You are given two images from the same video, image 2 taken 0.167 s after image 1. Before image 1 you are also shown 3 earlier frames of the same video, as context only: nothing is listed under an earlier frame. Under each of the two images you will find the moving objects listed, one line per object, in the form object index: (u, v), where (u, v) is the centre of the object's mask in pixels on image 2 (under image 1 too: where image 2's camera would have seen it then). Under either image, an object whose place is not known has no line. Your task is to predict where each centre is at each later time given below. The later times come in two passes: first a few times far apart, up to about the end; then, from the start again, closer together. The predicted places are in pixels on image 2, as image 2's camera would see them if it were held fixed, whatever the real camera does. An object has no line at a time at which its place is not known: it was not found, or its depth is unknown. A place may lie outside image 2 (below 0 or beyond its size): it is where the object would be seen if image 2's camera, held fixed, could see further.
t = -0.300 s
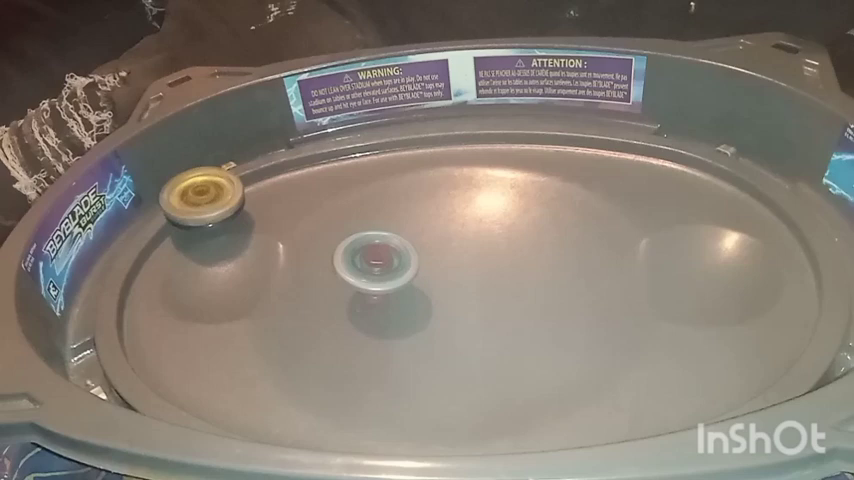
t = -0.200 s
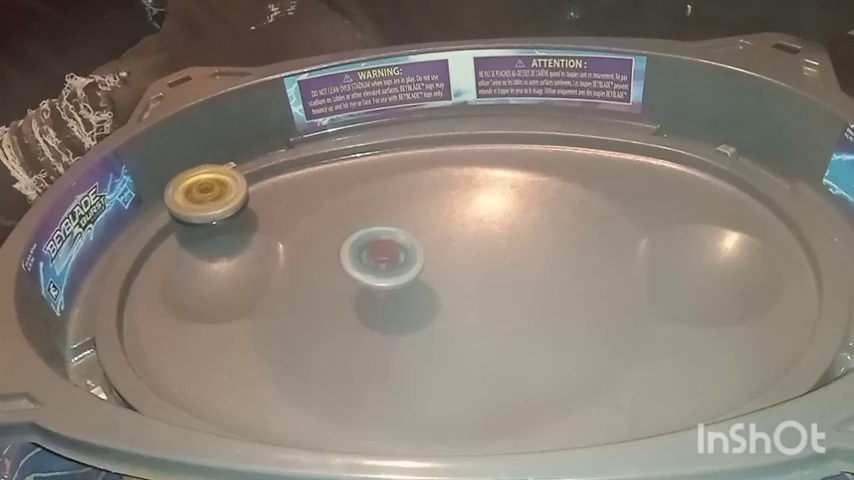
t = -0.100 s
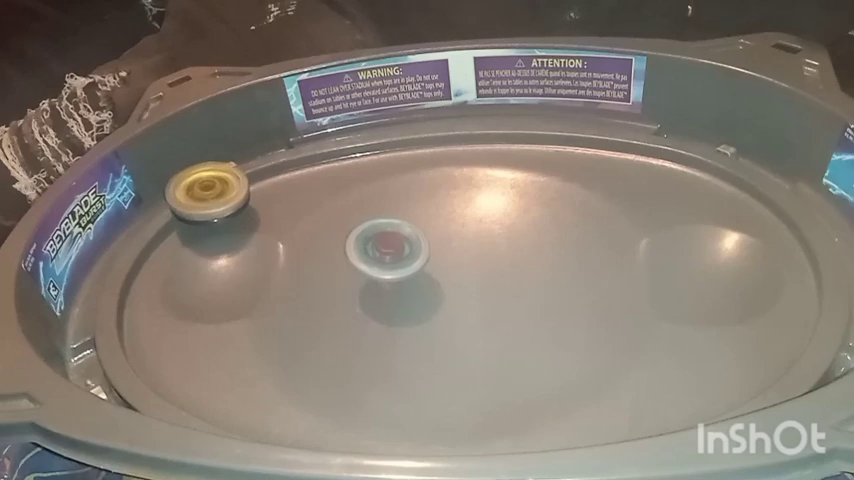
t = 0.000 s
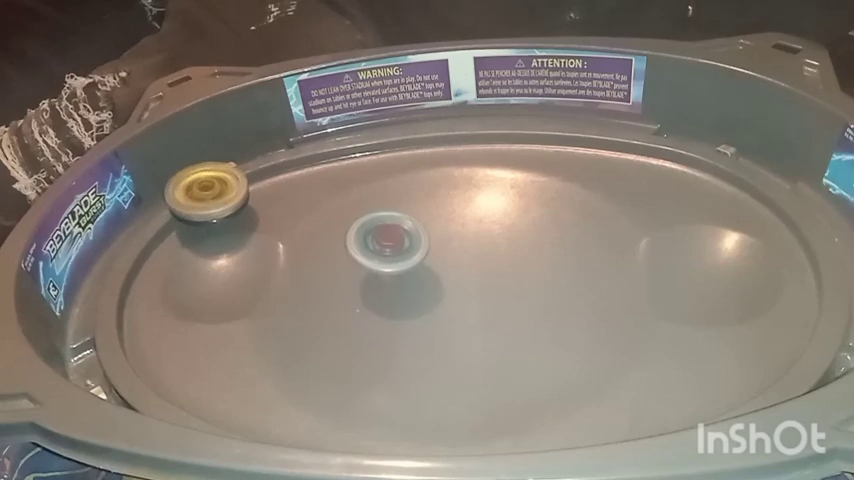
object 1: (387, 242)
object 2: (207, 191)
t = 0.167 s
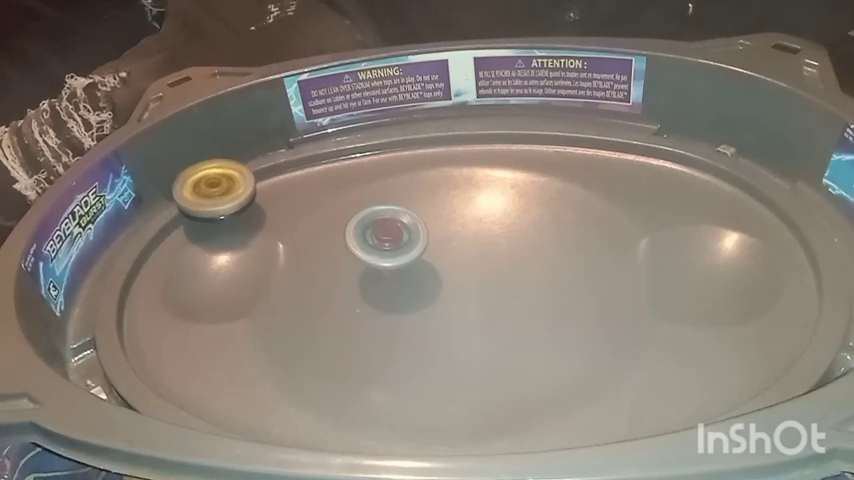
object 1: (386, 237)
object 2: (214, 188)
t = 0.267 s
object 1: (389, 238)
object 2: (219, 185)
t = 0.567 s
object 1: (410, 239)
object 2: (230, 179)
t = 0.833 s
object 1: (428, 243)
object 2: (243, 172)
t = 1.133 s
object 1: (438, 250)
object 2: (259, 167)
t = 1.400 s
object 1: (433, 259)
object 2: (259, 167)
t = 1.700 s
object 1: (420, 267)
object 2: (264, 166)
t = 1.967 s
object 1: (410, 270)
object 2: (252, 169)
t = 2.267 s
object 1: (400, 260)
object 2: (236, 178)
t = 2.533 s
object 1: (384, 248)
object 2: (223, 183)
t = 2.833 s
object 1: (385, 248)
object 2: (210, 192)
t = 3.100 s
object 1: (406, 243)
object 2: (210, 190)
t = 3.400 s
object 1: (420, 238)
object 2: (213, 189)
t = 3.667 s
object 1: (426, 246)
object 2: (217, 185)
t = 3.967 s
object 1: (434, 257)
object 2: (232, 178)
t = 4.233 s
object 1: (430, 260)
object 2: (240, 175)
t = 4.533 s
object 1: (410, 268)
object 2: (246, 173)
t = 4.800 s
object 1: (408, 266)
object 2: (250, 172)
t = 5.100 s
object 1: (393, 250)
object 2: (252, 172)
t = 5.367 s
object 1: (381, 248)
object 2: (249, 171)
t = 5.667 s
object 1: (405, 247)
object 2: (240, 173)
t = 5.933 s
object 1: (416, 238)
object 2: (234, 176)
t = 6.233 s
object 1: (423, 247)
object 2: (227, 180)
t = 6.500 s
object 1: (429, 255)
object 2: (226, 182)
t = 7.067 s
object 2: (224, 182)
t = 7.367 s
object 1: (409, 266)
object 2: (219, 185)
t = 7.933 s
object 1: (384, 251)
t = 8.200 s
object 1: (405, 247)
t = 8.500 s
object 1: (413, 240)
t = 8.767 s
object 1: (422, 249)
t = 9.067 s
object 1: (431, 256)
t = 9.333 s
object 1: (423, 262)
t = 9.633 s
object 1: (411, 267)
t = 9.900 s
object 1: (406, 261)
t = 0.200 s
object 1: (386, 236)
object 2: (216, 187)
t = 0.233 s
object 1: (387, 237)
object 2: (218, 186)
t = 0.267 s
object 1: (389, 238)
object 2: (219, 185)
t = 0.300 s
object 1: (392, 238)
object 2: (220, 184)
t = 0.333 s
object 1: (395, 238)
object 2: (221, 183)
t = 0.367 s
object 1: (398, 238)
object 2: (222, 182)
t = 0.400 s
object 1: (401, 238)
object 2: (223, 182)
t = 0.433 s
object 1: (404, 239)
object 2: (224, 182)
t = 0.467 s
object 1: (407, 237)
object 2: (225, 181)
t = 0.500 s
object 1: (409, 238)
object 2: (226, 180)
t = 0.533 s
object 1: (408, 238)
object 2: (227, 180)
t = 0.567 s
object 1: (410, 239)
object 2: (230, 179)
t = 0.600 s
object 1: (412, 240)
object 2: (232, 178)
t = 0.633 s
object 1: (414, 240)
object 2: (234, 177)
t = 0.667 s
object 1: (416, 241)
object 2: (237, 176)
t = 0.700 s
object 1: (419, 241)
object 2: (239, 175)
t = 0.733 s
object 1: (421, 242)
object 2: (241, 174)
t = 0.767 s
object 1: (423, 242)
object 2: (242, 173)
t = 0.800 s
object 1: (425, 243)
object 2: (243, 172)
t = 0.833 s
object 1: (428, 243)
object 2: (243, 172)
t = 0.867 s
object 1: (430, 244)
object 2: (245, 172)
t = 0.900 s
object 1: (431, 244)
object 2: (246, 172)
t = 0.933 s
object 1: (433, 245)
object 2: (247, 172)
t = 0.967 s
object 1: (435, 246)
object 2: (249, 171)
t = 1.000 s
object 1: (436, 246)
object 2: (252, 170)
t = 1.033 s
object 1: (437, 247)
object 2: (254, 170)
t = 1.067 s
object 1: (438, 248)
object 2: (256, 169)
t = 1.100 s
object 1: (438, 248)
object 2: (257, 168)
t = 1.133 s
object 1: (438, 250)
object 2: (259, 167)
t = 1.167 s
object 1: (438, 251)
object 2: (260, 167)
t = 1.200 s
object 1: (437, 251)
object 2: (260, 166)
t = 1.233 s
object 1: (437, 253)
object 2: (261, 166)
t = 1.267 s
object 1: (436, 255)
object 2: (260, 166)
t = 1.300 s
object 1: (435, 256)
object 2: (260, 167)
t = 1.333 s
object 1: (434, 257)
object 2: (260, 167)
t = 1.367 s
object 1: (433, 258)
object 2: (259, 167)
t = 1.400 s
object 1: (433, 259)
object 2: (259, 167)
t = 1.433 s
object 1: (432, 260)
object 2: (259, 167)
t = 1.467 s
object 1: (432, 261)
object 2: (260, 167)
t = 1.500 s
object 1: (430, 262)
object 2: (261, 168)
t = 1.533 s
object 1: (428, 264)
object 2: (262, 168)
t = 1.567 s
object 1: (427, 264)
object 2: (263, 167)
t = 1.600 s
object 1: (425, 265)
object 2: (264, 167)
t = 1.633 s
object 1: (424, 266)
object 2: (264, 167)
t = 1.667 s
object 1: (422, 267)
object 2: (265, 167)
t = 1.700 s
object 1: (420, 267)
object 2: (264, 166)
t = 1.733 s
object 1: (419, 268)
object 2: (264, 166)
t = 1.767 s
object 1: (417, 268)
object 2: (263, 166)
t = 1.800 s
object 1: (416, 269)
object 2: (262, 166)
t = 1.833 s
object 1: (414, 269)
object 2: (261, 167)
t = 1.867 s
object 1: (413, 269)
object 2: (259, 167)
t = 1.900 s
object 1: (412, 270)
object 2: (257, 168)
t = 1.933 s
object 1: (411, 270)
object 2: (254, 169)
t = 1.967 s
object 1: (410, 270)
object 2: (252, 169)
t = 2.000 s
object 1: (409, 269)
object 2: (249, 171)
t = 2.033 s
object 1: (408, 269)
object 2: (247, 172)
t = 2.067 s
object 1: (407, 268)
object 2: (245, 173)
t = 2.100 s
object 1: (406, 267)
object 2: (243, 174)
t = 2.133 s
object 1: (405, 266)
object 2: (241, 175)
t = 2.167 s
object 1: (404, 265)
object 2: (240, 176)
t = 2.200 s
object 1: (403, 264)
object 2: (238, 177)
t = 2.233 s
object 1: (402, 262)
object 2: (237, 178)
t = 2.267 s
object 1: (400, 260)
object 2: (236, 178)
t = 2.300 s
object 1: (399, 258)
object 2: (235, 179)
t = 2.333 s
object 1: (397, 256)
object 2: (233, 179)
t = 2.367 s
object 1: (395, 254)
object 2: (232, 180)
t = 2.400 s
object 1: (393, 253)
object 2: (231, 180)
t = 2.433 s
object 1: (390, 252)
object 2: (229, 181)
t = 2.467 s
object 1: (388, 250)
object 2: (227, 181)
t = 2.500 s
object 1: (386, 249)
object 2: (225, 182)
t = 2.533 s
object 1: (384, 248)
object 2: (223, 183)
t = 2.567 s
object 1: (383, 248)
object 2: (221, 184)
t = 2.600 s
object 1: (381, 247)
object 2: (218, 185)
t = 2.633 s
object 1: (380, 247)
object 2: (216, 187)
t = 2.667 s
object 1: (380, 247)
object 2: (214, 188)
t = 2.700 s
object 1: (380, 247)
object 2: (213, 189)
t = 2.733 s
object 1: (381, 247)
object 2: (211, 190)
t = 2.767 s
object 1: (382, 248)
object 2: (210, 191)
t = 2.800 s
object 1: (383, 248)
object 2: (210, 191)
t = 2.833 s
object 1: (385, 248)
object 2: (210, 192)
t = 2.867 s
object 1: (388, 247)
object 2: (210, 191)
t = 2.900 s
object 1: (390, 247)
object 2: (211, 191)
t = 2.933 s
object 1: (393, 247)
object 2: (211, 191)
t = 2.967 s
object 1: (396, 246)
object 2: (212, 190)
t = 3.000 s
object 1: (399, 245)
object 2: (211, 190)
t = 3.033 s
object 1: (401, 245)
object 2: (211, 190)
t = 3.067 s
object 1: (404, 244)
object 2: (211, 190)
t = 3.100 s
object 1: (406, 243)
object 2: (210, 190)
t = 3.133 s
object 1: (409, 242)
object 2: (209, 190)
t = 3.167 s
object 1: (411, 241)
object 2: (208, 191)
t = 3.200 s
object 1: (412, 240)
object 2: (207, 191)
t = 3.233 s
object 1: (414, 240)
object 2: (207, 192)
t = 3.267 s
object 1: (416, 239)
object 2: (207, 192)
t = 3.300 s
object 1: (417, 239)
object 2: (208, 192)
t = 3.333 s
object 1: (418, 238)
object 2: (209, 191)
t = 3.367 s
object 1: (419, 238)
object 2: (211, 190)
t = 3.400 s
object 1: (420, 238)
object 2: (213, 189)
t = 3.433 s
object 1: (421, 239)
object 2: (214, 188)
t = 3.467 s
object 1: (421, 239)
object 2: (216, 187)
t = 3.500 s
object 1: (422, 240)
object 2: (216, 186)
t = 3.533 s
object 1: (423, 241)
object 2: (217, 185)
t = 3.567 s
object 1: (423, 242)
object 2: (217, 185)
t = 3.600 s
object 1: (424, 244)
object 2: (217, 185)
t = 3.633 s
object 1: (425, 245)
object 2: (217, 185)
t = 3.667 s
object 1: (426, 246)
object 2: (217, 185)
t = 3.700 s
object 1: (427, 248)
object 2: (218, 185)
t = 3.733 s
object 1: (429, 249)
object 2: (219, 185)
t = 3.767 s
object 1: (430, 250)
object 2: (221, 184)
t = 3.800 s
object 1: (431, 252)
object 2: (223, 183)
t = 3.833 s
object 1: (432, 253)
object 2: (225, 182)
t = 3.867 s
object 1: (432, 255)
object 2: (227, 181)
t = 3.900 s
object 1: (433, 256)
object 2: (229, 180)
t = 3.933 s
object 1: (434, 256)
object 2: (230, 179)
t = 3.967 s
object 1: (434, 257)
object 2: (232, 178)
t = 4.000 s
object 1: (434, 258)
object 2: (233, 177)
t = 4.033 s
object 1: (434, 258)
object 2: (234, 177)
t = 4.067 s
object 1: (434, 259)
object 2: (235, 176)
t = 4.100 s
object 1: (434, 259)
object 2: (236, 176)
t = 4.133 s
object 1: (434, 259)
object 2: (237, 176)
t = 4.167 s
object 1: (433, 259)
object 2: (238, 175)
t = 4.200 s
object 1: (432, 259)
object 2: (239, 175)
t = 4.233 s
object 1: (430, 260)
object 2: (240, 175)
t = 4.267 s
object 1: (428, 260)
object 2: (241, 174)
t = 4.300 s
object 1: (424, 262)
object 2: (242, 173)
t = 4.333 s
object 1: (421, 262)
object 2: (242, 173)
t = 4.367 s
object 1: (419, 263)
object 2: (243, 173)
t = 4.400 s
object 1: (416, 264)
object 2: (244, 174)
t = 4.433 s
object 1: (414, 264)
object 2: (244, 174)
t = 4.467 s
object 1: (412, 266)
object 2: (245, 174)
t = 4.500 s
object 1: (411, 267)
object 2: (245, 173)
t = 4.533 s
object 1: (410, 268)
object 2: (246, 173)
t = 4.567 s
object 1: (409, 269)
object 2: (247, 173)
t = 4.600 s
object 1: (409, 269)
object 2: (247, 173)
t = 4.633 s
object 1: (409, 270)
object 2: (248, 173)
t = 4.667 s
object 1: (409, 270)
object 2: (248, 173)
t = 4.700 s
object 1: (409, 269)
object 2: (249, 172)
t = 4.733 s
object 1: (409, 269)
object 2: (249, 172)
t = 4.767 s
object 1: (409, 267)
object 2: (250, 172)
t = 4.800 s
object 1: (408, 266)
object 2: (250, 172)
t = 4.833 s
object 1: (408, 265)
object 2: (251, 172)
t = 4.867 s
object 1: (407, 263)
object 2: (251, 172)
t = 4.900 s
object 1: (406, 261)
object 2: (251, 172)
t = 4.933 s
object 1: (404, 259)
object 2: (251, 172)
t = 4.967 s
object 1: (402, 256)
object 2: (252, 172)
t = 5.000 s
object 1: (400, 254)
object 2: (252, 172)
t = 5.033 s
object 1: (398, 253)
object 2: (252, 172)
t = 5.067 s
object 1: (395, 251)
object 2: (252, 172)
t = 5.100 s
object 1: (393, 250)
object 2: (252, 172)
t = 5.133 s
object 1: (390, 249)
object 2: (252, 171)
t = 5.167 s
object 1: (388, 248)
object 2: (252, 171)
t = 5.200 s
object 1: (386, 247)
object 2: (251, 171)
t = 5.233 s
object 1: (384, 247)
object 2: (251, 171)
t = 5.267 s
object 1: (382, 247)
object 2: (251, 171)
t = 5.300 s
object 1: (381, 247)
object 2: (250, 171)
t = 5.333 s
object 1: (381, 248)
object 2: (250, 171)
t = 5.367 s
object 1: (381, 248)
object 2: (249, 171)
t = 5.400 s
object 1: (382, 249)
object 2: (247, 171)
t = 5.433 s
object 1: (384, 250)
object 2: (246, 171)
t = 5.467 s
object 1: (387, 250)
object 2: (244, 172)
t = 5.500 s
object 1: (389, 250)
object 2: (243, 172)
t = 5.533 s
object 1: (393, 250)
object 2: (242, 173)
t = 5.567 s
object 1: (396, 249)
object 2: (241, 173)
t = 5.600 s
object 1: (399, 249)
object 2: (241, 173)
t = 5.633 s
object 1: (403, 248)
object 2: (240, 173)
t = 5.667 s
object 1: (405, 247)
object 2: (240, 173)
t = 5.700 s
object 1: (409, 245)
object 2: (239, 173)
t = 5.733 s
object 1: (411, 243)
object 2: (239, 174)
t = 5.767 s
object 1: (413, 242)
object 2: (238, 174)
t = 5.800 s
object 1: (413, 241)
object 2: (237, 174)
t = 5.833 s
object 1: (415, 240)
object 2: (236, 175)
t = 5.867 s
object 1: (415, 239)
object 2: (235, 175)
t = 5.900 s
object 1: (416, 238)
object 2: (235, 175)
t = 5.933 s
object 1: (416, 238)
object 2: (234, 176)
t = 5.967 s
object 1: (417, 238)
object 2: (233, 176)
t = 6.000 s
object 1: (417, 238)
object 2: (232, 176)
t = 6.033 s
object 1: (417, 239)
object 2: (231, 177)
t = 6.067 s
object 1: (417, 240)
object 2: (230, 177)
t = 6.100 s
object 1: (418, 241)
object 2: (229, 178)
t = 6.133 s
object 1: (418, 243)
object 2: (229, 178)
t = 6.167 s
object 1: (419, 244)
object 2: (228, 179)
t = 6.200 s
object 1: (421, 246)
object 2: (227, 180)
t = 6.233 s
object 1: (423, 247)
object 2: (227, 180)
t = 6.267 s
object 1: (424, 248)
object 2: (226, 181)
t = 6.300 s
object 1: (426, 250)
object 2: (226, 181)
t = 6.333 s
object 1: (427, 251)
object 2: (226, 181)
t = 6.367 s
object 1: (429, 252)
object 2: (226, 181)
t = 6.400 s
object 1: (430, 252)
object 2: (226, 181)
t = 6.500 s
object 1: (429, 255)
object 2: (226, 182)
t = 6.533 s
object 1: (430, 256)
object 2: (226, 182)
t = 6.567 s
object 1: (430, 257)
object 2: (226, 182)
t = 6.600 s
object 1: (430, 259)
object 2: (226, 182)
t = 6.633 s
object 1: (431, 260)
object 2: (227, 182)
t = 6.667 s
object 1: (432, 260)
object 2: (227, 182)
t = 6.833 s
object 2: (227, 181)
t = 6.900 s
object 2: (226, 181)
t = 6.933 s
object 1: (418, 263)
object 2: (226, 181)
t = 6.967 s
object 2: (226, 181)
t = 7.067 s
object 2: (224, 182)
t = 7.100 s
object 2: (223, 182)
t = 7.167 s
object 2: (222, 183)
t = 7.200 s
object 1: (410, 269)
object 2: (221, 183)
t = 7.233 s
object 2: (221, 184)
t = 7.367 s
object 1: (409, 266)
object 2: (219, 185)
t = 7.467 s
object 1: (405, 260)
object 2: (220, 185)
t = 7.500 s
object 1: (404, 258)
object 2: (221, 185)
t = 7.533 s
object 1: (402, 256)
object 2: (221, 185)
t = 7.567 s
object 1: (400, 254)
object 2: (222, 184)
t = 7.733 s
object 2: (222, 183)
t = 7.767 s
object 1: (386, 249)
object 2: (222, 183)
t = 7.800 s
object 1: (385, 249)
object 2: (221, 183)
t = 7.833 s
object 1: (384, 249)
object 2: (221, 184)
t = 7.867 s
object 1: (383, 249)
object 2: (220, 184)
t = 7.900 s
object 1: (383, 250)
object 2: (220, 184)
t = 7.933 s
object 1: (384, 251)
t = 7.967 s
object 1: (385, 251)
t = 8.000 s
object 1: (388, 252)
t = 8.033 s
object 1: (390, 252)
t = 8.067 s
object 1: (394, 251)
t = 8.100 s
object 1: (397, 251)
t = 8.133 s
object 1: (400, 250)
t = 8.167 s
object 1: (403, 249)
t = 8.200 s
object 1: (405, 247)
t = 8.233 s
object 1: (407, 246)
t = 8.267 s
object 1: (409, 245)
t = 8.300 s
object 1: (410, 243)
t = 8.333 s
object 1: (412, 242)
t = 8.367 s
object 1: (412, 241)
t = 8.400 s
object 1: (413, 240)
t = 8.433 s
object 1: (413, 239)
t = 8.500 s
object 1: (413, 240)
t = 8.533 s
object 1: (413, 241)
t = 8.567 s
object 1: (414, 242)
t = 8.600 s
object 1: (415, 243)
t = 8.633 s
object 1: (416, 244)
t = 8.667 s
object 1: (417, 245)
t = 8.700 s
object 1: (419, 246)
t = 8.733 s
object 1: (420, 247)
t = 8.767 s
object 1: (422, 249)
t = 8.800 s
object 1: (424, 250)
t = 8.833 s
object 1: (425, 251)
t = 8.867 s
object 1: (427, 252)
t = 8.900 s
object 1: (428, 253)
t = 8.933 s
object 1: (429, 253)
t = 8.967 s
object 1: (430, 254)
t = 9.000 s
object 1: (430, 255)
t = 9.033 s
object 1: (431, 255)
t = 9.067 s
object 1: (431, 256)
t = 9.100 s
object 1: (431, 257)
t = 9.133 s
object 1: (430, 257)
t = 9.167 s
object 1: (430, 258)
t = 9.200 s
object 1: (429, 258)
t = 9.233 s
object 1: (428, 259)
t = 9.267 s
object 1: (426, 260)
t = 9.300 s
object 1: (424, 261)
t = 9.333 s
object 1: (423, 262)
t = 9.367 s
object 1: (421, 262)
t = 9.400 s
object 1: (419, 263)
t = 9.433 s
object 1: (418, 263)
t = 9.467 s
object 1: (416, 265)
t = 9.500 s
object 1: (415, 265)
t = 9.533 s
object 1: (414, 266)
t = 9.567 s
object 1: (413, 266)
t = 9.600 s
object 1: (412, 266)
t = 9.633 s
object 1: (411, 267)
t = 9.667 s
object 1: (411, 267)
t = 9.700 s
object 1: (411, 267)
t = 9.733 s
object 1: (410, 266)
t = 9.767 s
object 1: (410, 266)
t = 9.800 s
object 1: (409, 265)
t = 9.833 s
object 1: (408, 264)
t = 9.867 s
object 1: (407, 263)
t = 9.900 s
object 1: (406, 261)
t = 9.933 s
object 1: (405, 260)
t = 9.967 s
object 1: (403, 259)
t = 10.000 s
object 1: (401, 257)
